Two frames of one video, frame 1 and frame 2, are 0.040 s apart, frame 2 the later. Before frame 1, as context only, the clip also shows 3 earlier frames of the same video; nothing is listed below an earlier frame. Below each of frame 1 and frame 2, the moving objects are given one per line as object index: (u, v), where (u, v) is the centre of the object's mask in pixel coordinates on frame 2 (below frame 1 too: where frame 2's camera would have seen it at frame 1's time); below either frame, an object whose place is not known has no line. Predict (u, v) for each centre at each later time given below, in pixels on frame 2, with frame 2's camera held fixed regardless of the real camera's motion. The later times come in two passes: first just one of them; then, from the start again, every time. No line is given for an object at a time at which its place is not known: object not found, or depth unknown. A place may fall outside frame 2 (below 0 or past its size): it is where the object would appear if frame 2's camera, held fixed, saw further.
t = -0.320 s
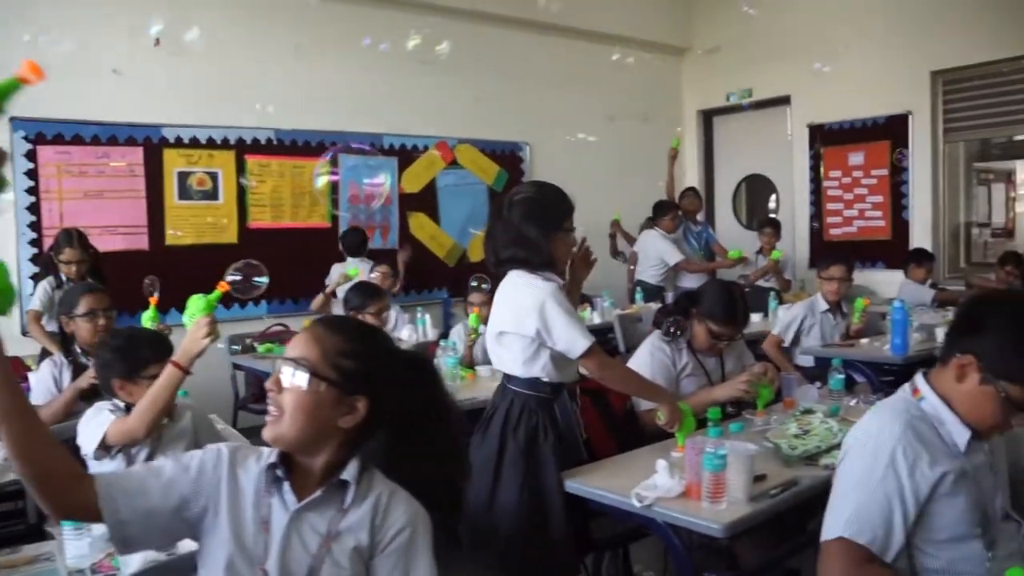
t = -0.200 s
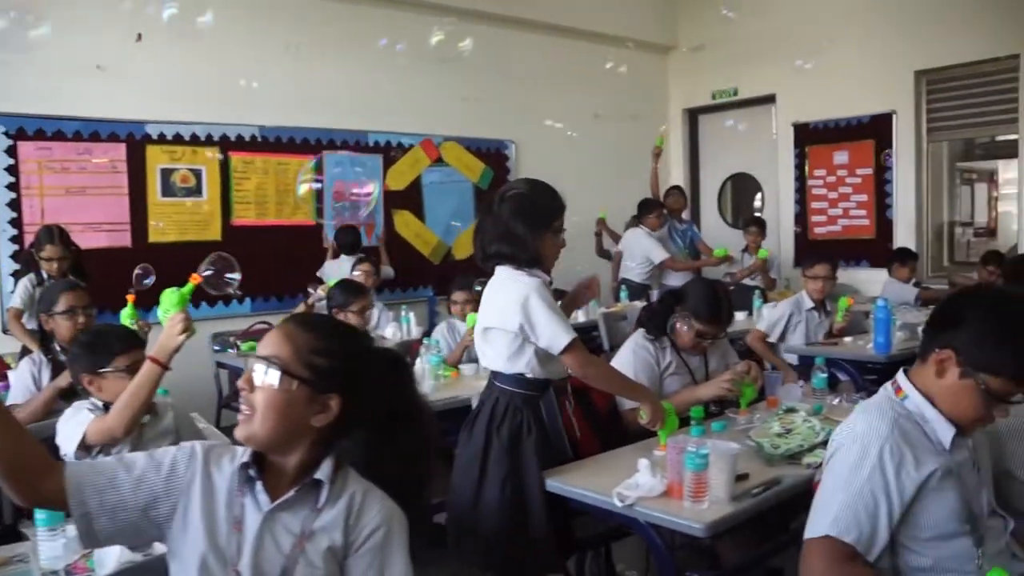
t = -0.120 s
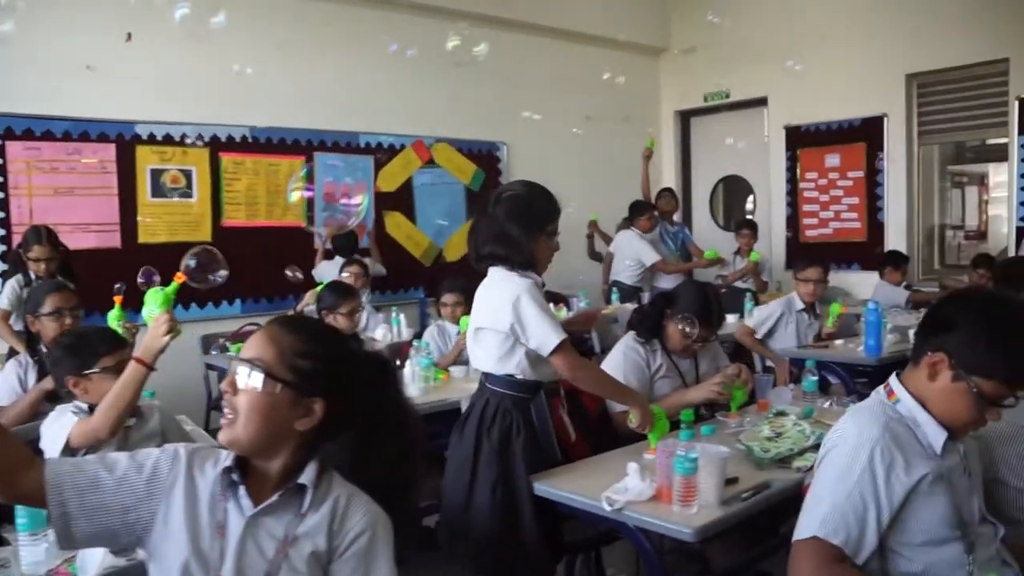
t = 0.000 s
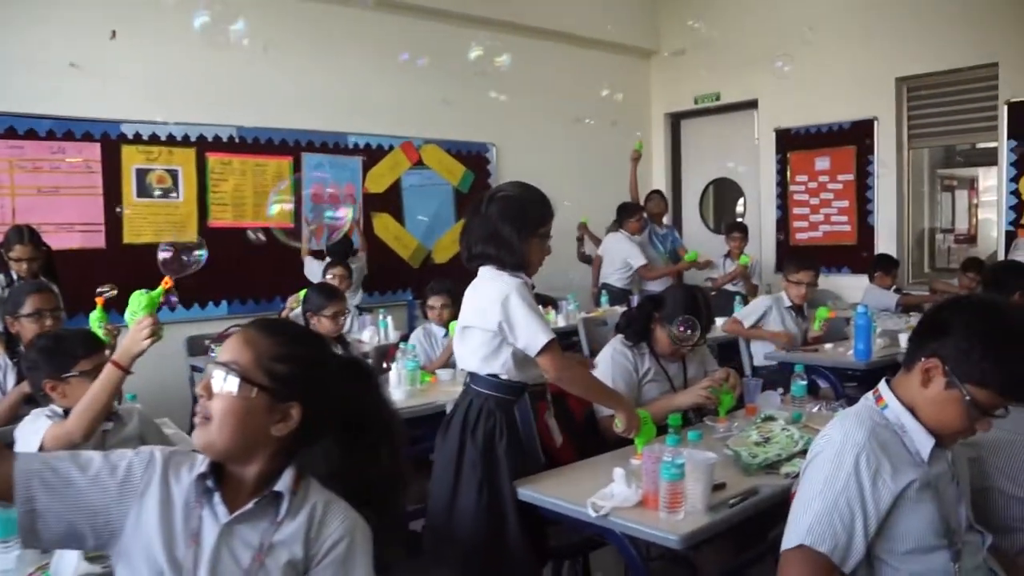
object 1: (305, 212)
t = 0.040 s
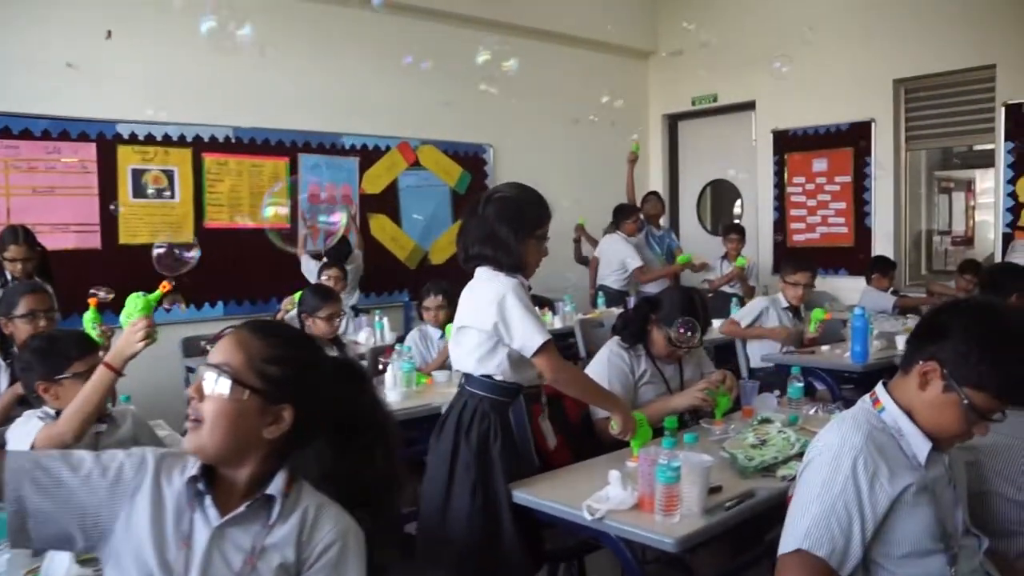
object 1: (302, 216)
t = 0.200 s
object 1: (288, 242)
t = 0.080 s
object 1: (297, 222)
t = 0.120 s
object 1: (296, 223)
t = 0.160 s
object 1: (291, 229)
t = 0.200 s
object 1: (288, 242)
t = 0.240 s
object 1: (281, 248)
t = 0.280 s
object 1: (276, 251)
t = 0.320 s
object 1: (270, 255)
